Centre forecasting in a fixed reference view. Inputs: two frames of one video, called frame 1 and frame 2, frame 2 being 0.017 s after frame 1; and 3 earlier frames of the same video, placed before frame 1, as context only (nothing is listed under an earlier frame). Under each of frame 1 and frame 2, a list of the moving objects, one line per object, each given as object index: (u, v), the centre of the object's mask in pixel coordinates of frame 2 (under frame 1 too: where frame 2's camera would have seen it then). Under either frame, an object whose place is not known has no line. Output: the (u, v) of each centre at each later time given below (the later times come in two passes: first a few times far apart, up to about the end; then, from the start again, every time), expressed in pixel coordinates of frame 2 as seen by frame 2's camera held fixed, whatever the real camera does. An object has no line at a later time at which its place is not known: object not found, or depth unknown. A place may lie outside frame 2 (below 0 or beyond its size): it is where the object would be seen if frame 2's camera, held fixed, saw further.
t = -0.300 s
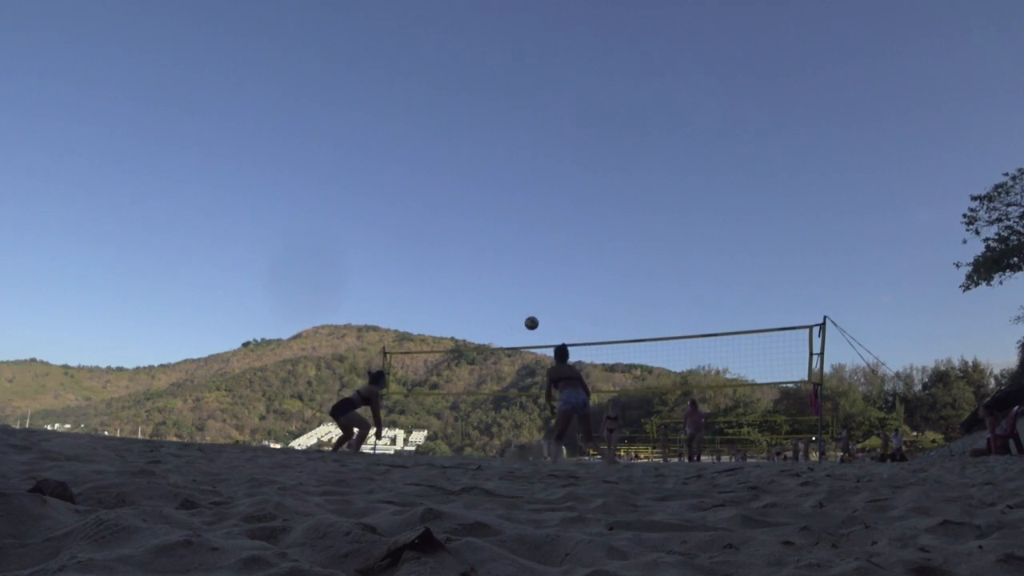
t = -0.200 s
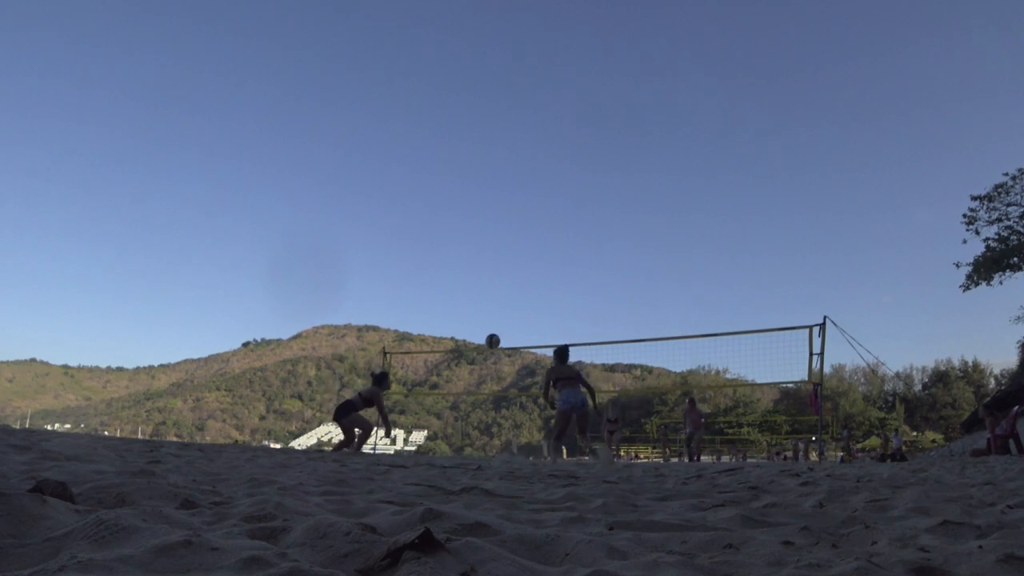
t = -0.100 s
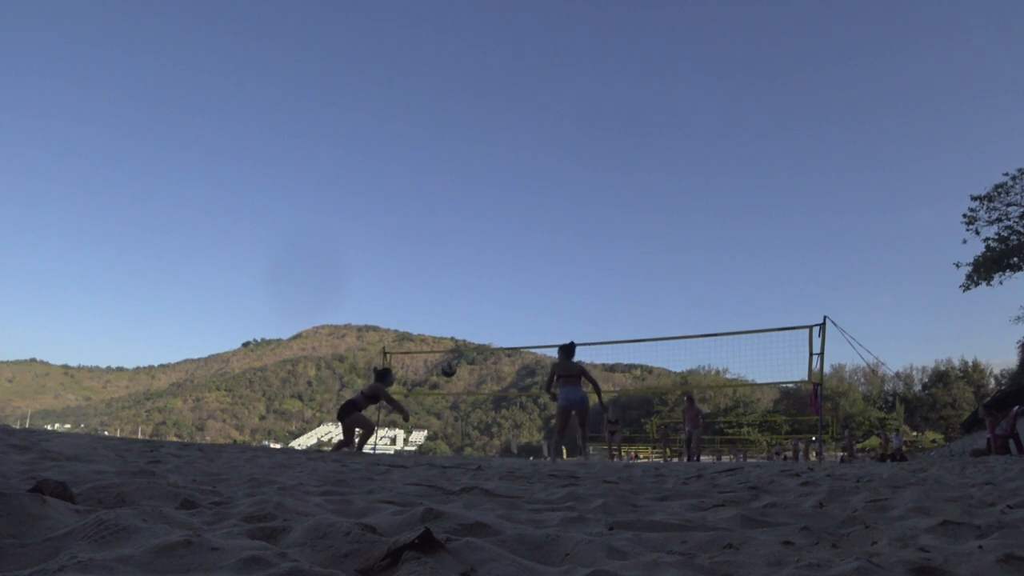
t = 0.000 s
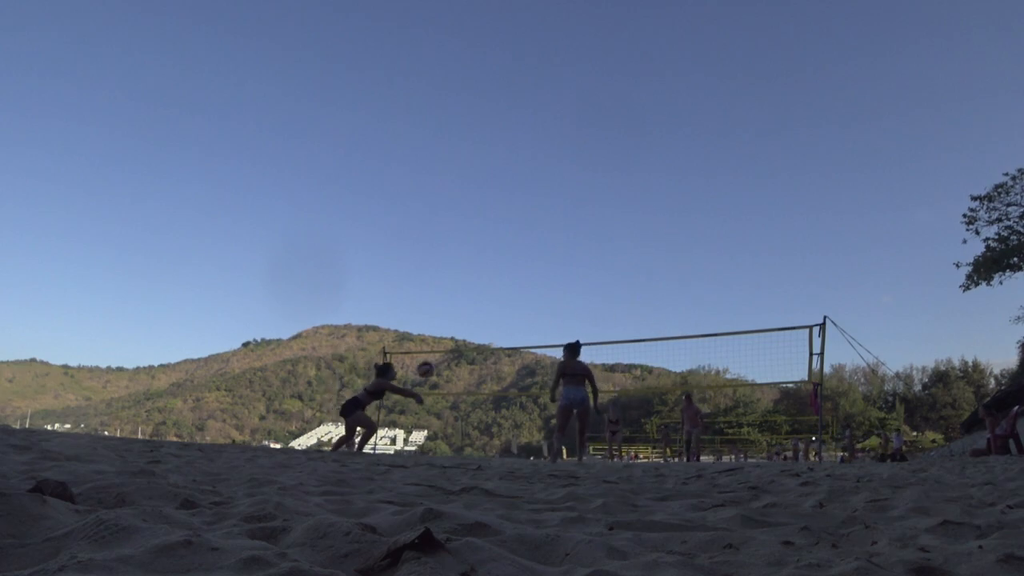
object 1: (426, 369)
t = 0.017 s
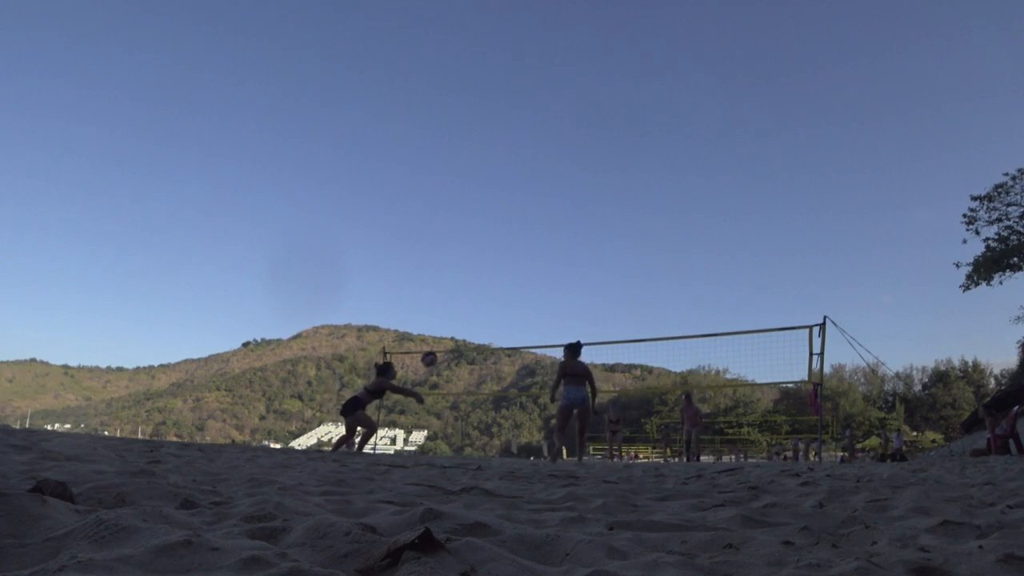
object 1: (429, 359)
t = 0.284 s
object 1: (484, 231)
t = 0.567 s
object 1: (530, 170)
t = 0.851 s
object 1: (567, 163)
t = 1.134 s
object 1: (601, 198)
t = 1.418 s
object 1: (633, 272)
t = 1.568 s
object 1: (650, 326)
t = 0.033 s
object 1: (433, 348)
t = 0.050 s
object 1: (437, 338)
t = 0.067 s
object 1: (440, 328)
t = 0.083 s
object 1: (444, 319)
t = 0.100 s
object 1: (448, 310)
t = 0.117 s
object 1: (451, 301)
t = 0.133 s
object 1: (455, 292)
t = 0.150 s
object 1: (458, 284)
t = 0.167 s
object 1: (462, 277)
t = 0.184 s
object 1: (465, 269)
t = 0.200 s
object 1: (468, 262)
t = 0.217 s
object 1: (471, 255)
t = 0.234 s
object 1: (475, 249)
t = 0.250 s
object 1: (478, 243)
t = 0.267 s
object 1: (481, 237)
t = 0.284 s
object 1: (484, 231)
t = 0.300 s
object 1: (487, 226)
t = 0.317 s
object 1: (490, 221)
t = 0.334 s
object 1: (493, 216)
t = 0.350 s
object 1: (496, 211)
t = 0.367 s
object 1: (499, 207)
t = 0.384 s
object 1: (502, 203)
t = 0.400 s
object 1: (504, 199)
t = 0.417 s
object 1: (507, 195)
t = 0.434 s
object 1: (510, 191)
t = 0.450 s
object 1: (512, 188)
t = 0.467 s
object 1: (515, 185)
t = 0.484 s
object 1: (517, 182)
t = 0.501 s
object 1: (520, 179)
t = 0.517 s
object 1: (522, 177)
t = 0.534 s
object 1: (525, 174)
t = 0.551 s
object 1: (527, 172)
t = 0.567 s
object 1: (530, 170)
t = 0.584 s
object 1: (532, 169)
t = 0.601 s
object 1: (534, 167)
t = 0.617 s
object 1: (536, 166)
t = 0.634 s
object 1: (539, 164)
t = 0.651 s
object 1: (541, 163)
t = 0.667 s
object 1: (543, 162)
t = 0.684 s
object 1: (545, 162)
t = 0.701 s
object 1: (548, 161)
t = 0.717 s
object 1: (550, 161)
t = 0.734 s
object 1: (552, 161)
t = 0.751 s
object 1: (554, 160)
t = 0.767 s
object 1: (556, 160)
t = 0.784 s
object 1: (558, 160)
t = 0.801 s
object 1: (560, 161)
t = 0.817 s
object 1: (563, 161)
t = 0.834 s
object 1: (565, 162)
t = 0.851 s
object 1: (567, 163)
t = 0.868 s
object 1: (569, 164)
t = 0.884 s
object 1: (571, 165)
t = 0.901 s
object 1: (573, 166)
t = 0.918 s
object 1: (575, 167)
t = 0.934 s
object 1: (577, 169)
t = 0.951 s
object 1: (579, 171)
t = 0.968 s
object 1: (581, 172)
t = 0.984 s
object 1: (583, 174)
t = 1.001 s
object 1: (585, 176)
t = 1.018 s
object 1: (587, 178)
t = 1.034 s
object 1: (589, 181)
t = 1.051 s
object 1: (591, 183)
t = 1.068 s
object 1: (593, 186)
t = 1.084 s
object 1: (595, 189)
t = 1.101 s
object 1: (597, 192)
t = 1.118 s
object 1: (599, 194)
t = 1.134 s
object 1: (601, 198)
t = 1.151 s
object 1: (603, 201)
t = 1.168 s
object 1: (605, 204)
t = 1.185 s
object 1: (606, 208)
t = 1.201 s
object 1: (608, 212)
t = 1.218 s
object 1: (610, 215)
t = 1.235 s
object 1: (612, 219)
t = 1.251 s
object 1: (614, 224)
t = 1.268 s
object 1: (616, 228)
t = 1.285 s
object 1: (618, 232)
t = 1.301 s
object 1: (620, 237)
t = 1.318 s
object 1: (622, 241)
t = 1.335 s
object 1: (624, 246)
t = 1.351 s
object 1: (626, 251)
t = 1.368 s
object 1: (628, 256)
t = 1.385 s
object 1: (629, 261)
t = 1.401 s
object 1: (631, 266)
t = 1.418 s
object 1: (633, 272)
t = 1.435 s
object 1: (635, 277)
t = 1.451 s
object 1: (637, 283)
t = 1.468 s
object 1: (639, 289)
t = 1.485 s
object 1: (641, 295)
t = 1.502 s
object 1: (642, 301)
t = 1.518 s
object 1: (644, 307)
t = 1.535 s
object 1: (646, 313)
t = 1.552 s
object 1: (648, 320)
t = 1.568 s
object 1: (650, 326)
